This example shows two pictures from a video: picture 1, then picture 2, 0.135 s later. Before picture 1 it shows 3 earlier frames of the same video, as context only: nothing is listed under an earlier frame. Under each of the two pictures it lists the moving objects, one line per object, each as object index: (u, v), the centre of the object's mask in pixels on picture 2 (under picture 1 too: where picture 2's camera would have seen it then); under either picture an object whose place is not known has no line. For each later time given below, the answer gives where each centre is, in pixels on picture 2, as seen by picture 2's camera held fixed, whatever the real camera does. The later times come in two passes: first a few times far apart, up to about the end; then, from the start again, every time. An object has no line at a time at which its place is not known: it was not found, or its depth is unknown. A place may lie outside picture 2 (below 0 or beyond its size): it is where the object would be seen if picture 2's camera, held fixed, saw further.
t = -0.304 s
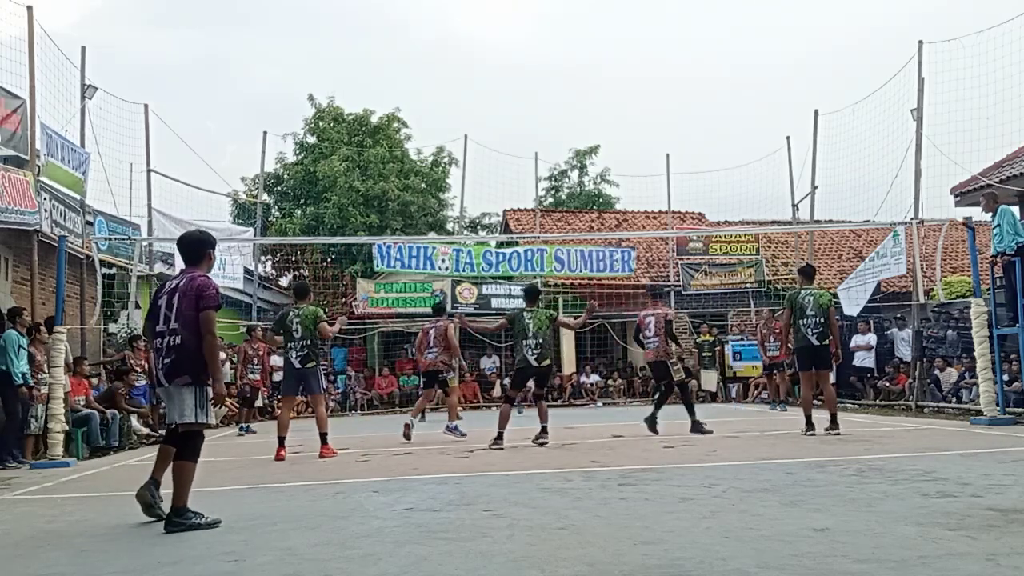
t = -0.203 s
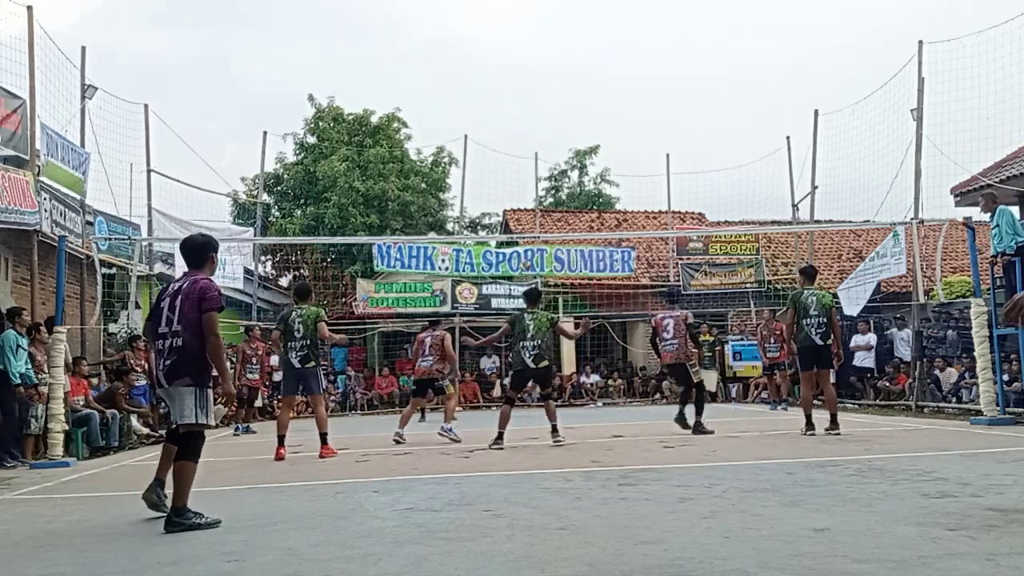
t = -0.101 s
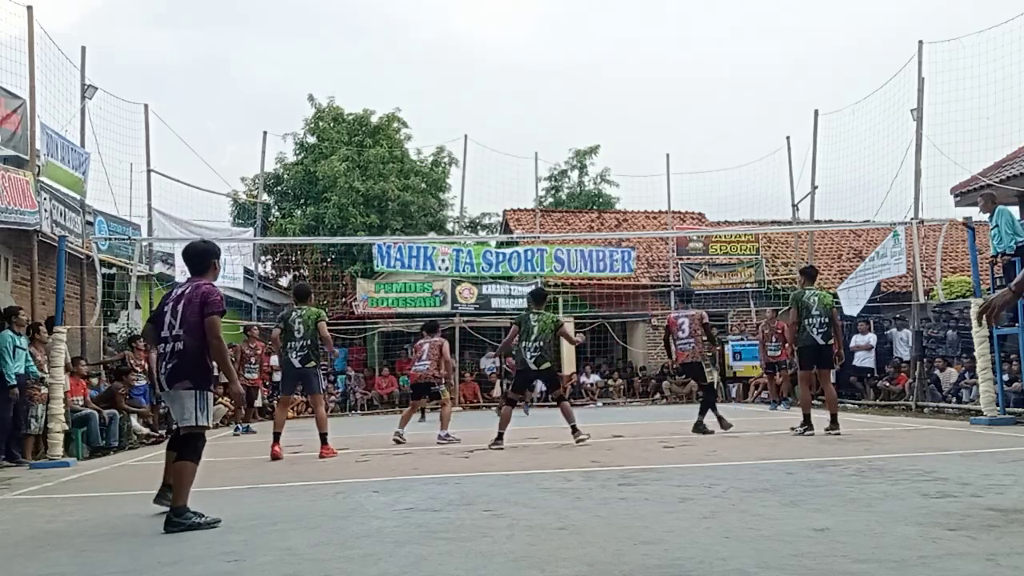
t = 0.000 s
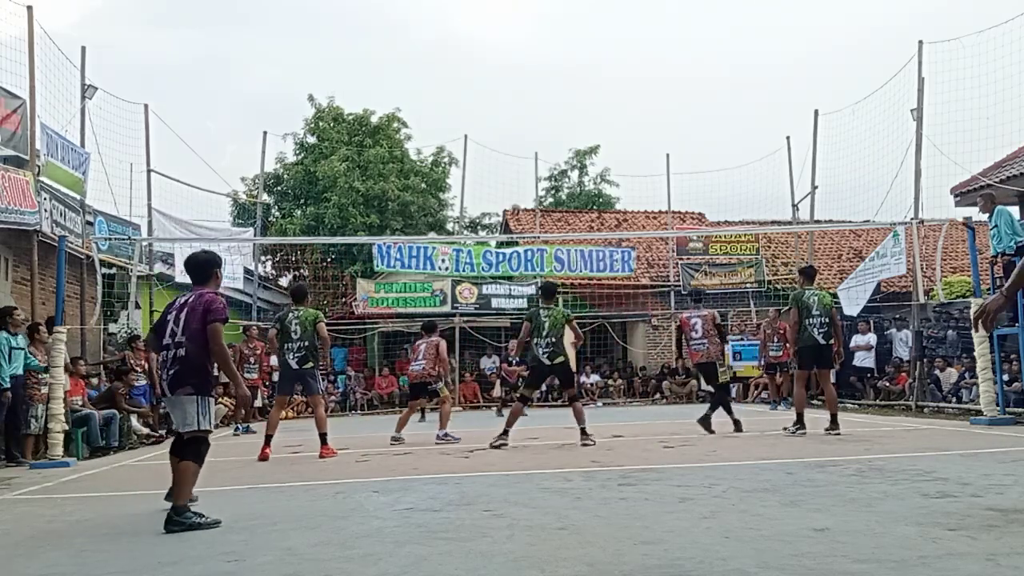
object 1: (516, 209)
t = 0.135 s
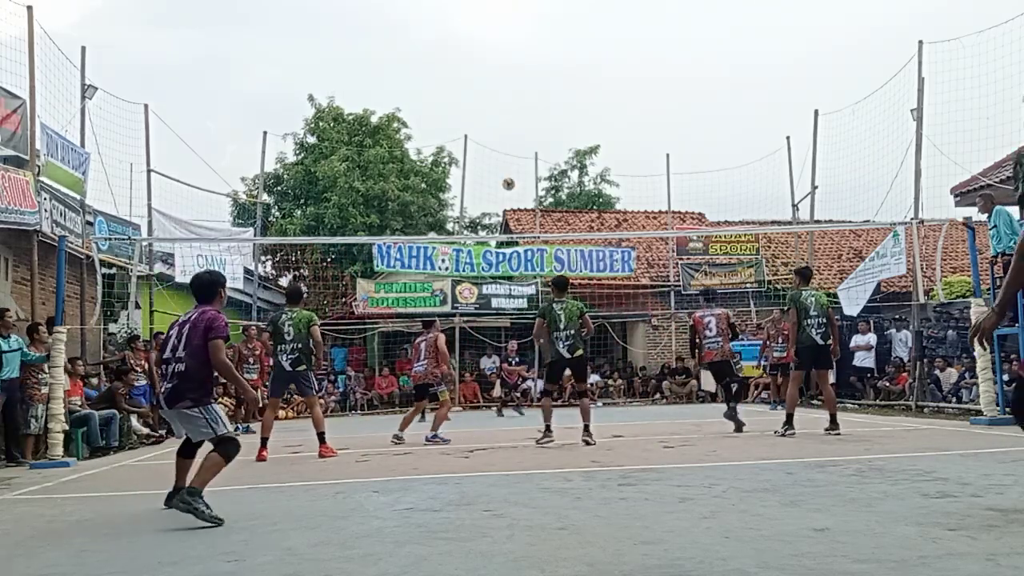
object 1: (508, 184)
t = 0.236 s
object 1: (504, 171)
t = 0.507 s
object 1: (491, 166)
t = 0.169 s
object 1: (507, 179)
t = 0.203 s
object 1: (505, 174)
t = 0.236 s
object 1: (504, 171)
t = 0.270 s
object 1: (502, 167)
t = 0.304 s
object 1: (501, 165)
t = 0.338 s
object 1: (499, 163)
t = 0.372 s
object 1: (497, 162)
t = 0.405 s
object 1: (495, 162)
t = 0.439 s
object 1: (494, 162)
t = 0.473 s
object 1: (492, 164)
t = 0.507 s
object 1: (491, 166)
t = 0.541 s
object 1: (489, 169)
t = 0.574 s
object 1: (488, 172)
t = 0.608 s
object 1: (486, 177)
